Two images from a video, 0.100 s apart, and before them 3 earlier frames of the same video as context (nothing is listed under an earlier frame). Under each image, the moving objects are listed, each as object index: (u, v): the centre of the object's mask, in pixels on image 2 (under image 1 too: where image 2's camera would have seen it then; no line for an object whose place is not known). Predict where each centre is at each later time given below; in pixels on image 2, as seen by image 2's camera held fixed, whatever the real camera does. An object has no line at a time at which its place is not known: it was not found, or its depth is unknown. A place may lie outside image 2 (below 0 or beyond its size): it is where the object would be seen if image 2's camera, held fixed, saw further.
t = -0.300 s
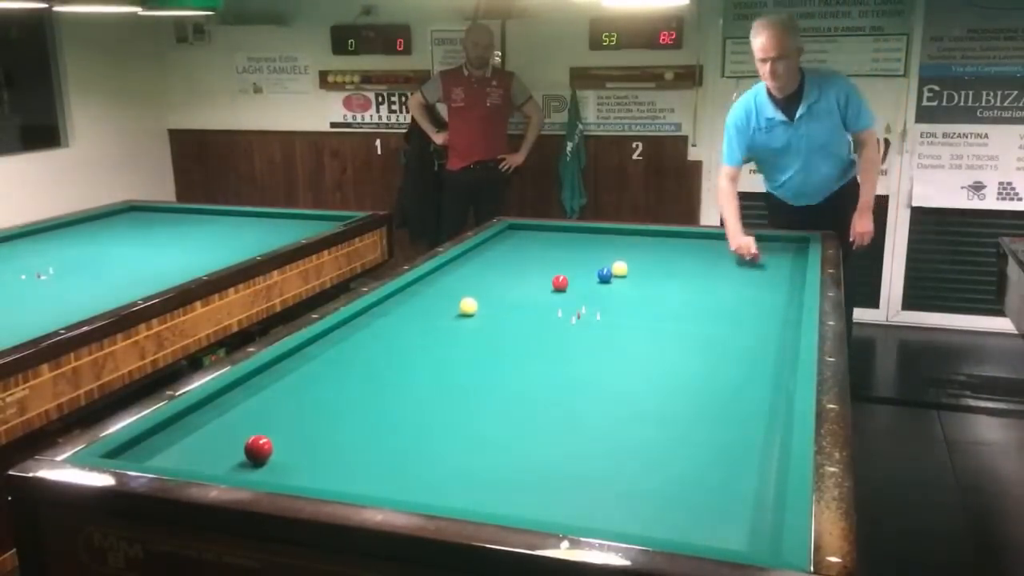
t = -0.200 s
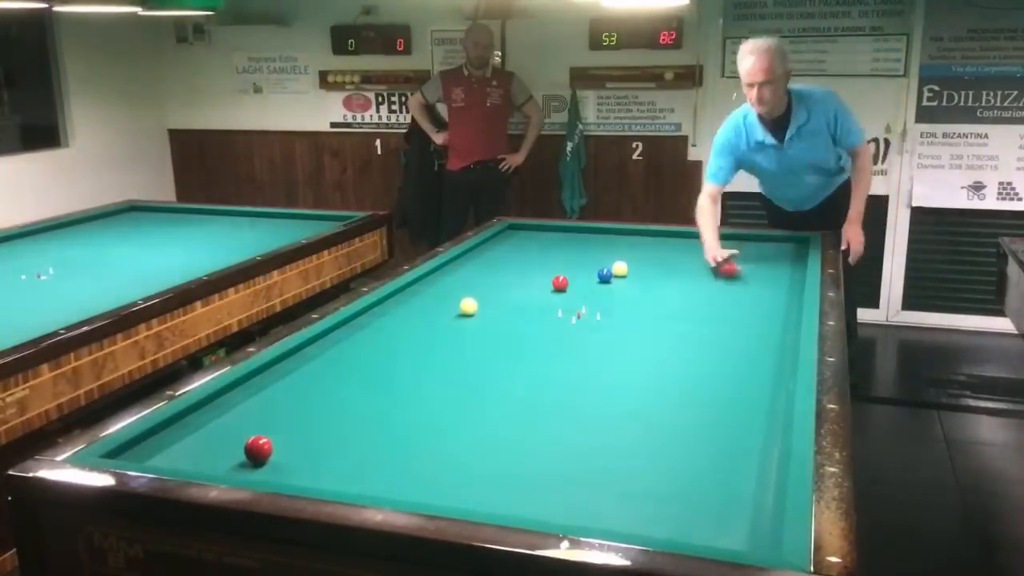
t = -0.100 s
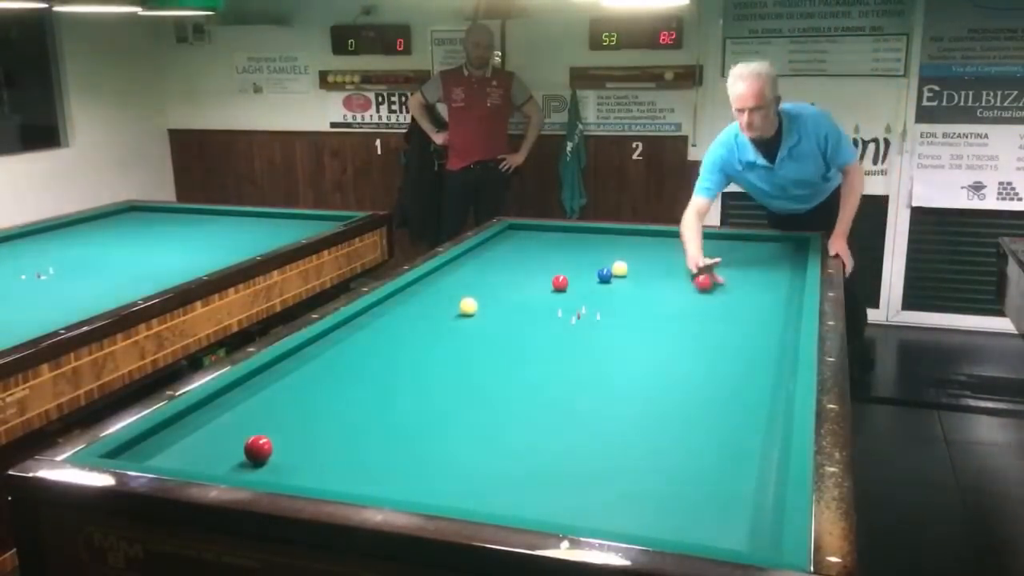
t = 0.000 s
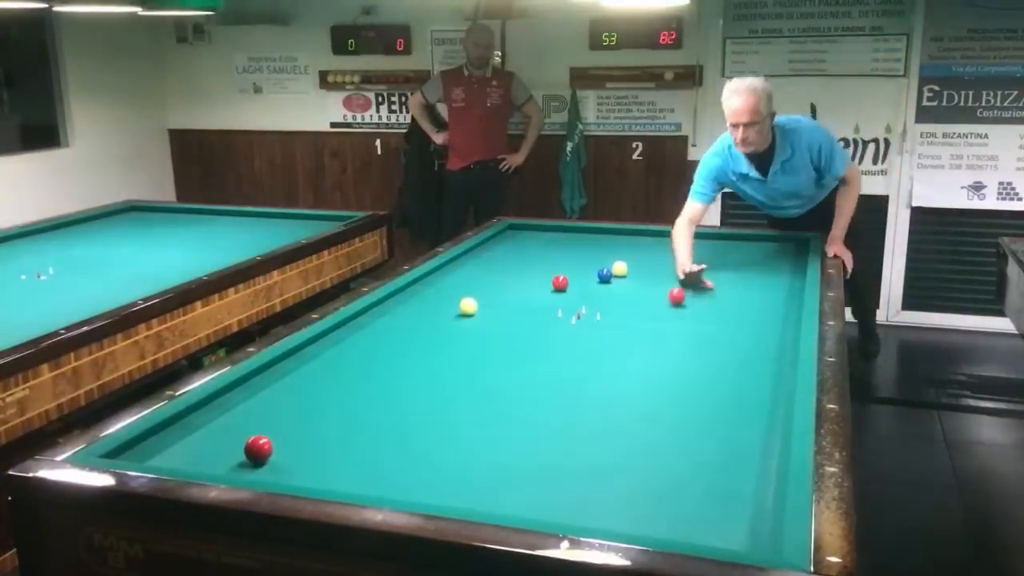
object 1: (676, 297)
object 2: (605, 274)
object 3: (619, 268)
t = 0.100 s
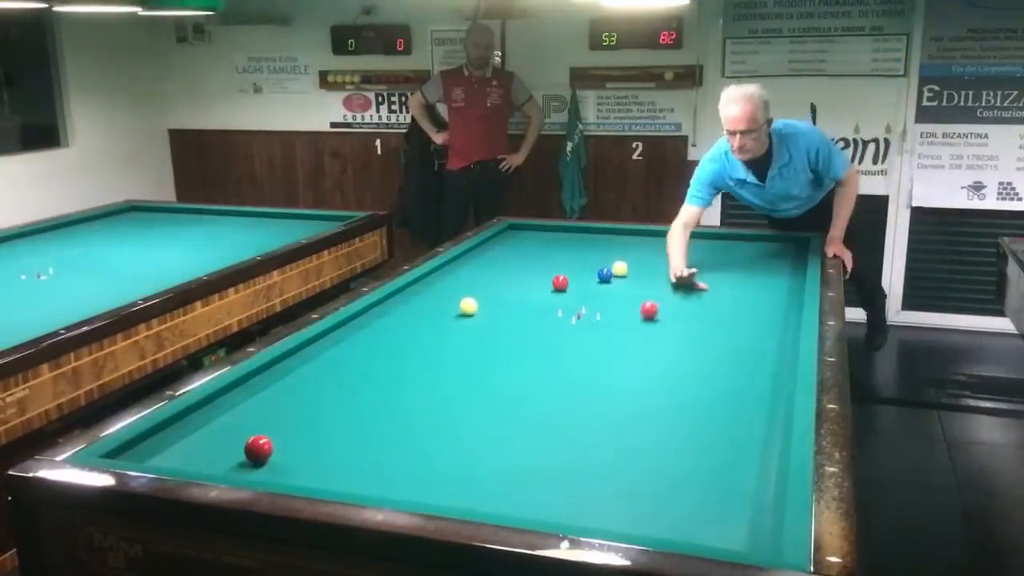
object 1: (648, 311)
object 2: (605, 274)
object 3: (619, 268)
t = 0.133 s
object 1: (639, 316)
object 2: (605, 274)
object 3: (619, 268)
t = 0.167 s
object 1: (629, 320)
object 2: (605, 274)
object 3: (619, 268)
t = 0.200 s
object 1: (621, 325)
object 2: (605, 274)
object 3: (619, 268)
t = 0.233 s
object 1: (611, 330)
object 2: (605, 274)
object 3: (620, 268)
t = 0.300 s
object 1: (591, 339)
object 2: (605, 274)
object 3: (620, 268)
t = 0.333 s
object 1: (581, 344)
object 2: (605, 274)
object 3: (620, 268)
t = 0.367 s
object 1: (571, 349)
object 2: (605, 274)
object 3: (620, 268)
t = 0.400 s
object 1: (560, 354)
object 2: (605, 274)
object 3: (620, 268)
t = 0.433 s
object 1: (549, 360)
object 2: (605, 274)
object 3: (620, 268)
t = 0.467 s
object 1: (537, 366)
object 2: (605, 274)
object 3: (620, 268)
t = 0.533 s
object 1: (513, 378)
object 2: (605, 274)
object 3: (620, 268)
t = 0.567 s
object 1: (501, 385)
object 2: (605, 274)
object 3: (619, 268)
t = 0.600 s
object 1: (487, 391)
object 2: (605, 274)
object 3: (620, 268)
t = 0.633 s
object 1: (473, 398)
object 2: (605, 275)
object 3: (620, 268)
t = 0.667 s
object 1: (458, 405)
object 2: (605, 275)
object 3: (620, 268)
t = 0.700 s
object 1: (444, 412)
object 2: (605, 274)
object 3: (620, 268)
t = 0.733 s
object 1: (428, 420)
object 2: (605, 274)
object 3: (620, 268)
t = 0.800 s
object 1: (396, 436)
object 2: (605, 274)
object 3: (620, 268)
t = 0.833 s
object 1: (378, 445)
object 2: (605, 274)
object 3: (620, 268)
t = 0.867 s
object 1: (359, 454)
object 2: (605, 274)
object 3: (619, 268)
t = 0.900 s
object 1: (340, 463)
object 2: (605, 274)
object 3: (620, 268)
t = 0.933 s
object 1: (320, 472)
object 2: (605, 274)
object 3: (619, 268)
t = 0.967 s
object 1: (301, 477)
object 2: (605, 274)
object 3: (619, 268)
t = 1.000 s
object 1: (304, 473)
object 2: (605, 274)
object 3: (619, 268)
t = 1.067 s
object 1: (316, 457)
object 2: (605, 275)
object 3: (619, 268)
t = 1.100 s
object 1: (321, 449)
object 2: (605, 274)
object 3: (620, 268)
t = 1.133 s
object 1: (325, 441)
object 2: (605, 274)
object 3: (620, 268)
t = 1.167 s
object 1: (329, 434)
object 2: (605, 274)
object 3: (620, 268)
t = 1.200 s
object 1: (332, 428)
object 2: (605, 274)
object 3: (620, 268)
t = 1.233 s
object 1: (335, 422)
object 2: (604, 274)
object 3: (620, 268)
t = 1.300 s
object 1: (339, 412)
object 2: (604, 274)
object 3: (619, 268)
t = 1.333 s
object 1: (341, 407)
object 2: (604, 274)
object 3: (619, 268)
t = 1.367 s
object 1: (342, 402)
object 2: (605, 274)
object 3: (619, 268)
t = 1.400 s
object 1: (344, 398)
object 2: (605, 274)
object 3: (619, 268)
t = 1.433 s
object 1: (346, 393)
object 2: (604, 274)
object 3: (619, 268)
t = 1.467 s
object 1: (347, 389)
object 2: (605, 274)
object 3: (619, 268)
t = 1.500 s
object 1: (348, 385)
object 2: (604, 274)
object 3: (619, 268)
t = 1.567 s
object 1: (352, 377)
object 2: (605, 274)
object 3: (619, 268)
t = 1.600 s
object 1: (353, 373)
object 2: (604, 274)
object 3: (619, 268)
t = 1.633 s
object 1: (354, 369)
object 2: (604, 274)
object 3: (619, 268)
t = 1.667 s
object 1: (355, 365)
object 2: (604, 274)
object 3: (619, 268)
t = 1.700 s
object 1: (357, 362)
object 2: (604, 274)
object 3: (619, 268)
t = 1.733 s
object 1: (358, 359)
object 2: (604, 274)
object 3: (619, 268)
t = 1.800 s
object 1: (360, 352)
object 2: (605, 274)
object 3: (619, 268)
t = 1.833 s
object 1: (362, 348)
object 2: (604, 274)
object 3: (619, 268)
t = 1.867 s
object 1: (363, 345)
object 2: (605, 274)
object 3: (619, 268)
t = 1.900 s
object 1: (364, 342)
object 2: (605, 274)
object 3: (619, 268)
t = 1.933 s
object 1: (365, 339)
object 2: (605, 274)
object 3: (619, 268)
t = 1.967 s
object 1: (366, 336)
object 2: (604, 274)
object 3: (619, 268)
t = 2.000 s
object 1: (367, 333)
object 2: (605, 274)
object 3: (619, 268)
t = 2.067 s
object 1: (369, 327)
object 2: (605, 274)
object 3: (619, 268)
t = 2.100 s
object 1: (370, 324)
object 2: (605, 274)
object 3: (619, 268)
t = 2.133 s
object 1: (371, 322)
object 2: (605, 274)
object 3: (619, 268)
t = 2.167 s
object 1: (372, 319)
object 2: (605, 274)
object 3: (619, 268)
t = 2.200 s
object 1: (373, 317)
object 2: (605, 274)
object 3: (619, 268)
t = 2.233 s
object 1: (373, 314)
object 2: (605, 274)
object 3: (619, 268)
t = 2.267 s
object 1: (374, 312)
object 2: (605, 274)
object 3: (619, 268)
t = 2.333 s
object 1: (376, 307)
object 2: (605, 274)
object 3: (619, 268)
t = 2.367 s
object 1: (379, 305)
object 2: (605, 274)
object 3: (619, 268)
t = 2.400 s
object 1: (384, 303)
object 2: (605, 274)
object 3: (619, 268)
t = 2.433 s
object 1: (388, 302)
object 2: (605, 274)
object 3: (619, 268)
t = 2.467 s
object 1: (393, 300)
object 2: (605, 274)
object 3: (619, 268)
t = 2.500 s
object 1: (397, 297)
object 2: (605, 274)
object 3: (619, 268)
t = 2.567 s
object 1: (405, 295)
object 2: (605, 274)
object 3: (620, 268)
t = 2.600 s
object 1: (410, 293)
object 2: (605, 274)
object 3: (619, 268)
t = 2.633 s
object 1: (414, 291)
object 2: (605, 274)
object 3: (619, 268)
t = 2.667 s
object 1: (418, 290)
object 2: (605, 274)
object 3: (619, 268)
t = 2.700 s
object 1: (422, 289)
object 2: (605, 274)
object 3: (619, 268)
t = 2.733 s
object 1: (426, 287)
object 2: (605, 274)
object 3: (619, 268)
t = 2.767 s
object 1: (430, 285)
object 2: (605, 274)
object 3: (619, 268)
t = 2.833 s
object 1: (437, 282)
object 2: (605, 274)
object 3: (620, 268)
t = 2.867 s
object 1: (441, 281)
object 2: (605, 274)
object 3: (619, 268)
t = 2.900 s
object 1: (445, 280)
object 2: (604, 274)
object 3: (620, 268)
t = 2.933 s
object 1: (449, 278)
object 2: (604, 274)
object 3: (620, 268)
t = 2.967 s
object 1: (452, 277)
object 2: (604, 274)
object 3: (620, 268)
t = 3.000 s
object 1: (456, 275)
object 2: (604, 274)
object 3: (620, 268)
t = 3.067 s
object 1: (462, 273)
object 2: (604, 274)
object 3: (620, 268)
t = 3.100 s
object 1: (466, 271)
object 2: (604, 274)
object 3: (619, 268)
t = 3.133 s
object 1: (469, 270)
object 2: (604, 274)
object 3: (619, 268)
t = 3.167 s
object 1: (472, 269)
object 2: (604, 274)
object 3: (620, 268)
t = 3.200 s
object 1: (476, 267)
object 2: (604, 274)
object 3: (620, 268)
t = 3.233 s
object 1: (479, 266)
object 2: (604, 274)
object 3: (620, 268)
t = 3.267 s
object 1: (482, 265)
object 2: (604, 274)
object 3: (620, 268)
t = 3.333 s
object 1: (488, 263)
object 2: (604, 274)
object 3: (619, 268)
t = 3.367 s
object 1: (491, 262)
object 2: (604, 274)
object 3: (619, 268)
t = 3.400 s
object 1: (494, 260)
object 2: (604, 274)
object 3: (619, 268)
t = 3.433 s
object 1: (497, 259)
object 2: (604, 274)
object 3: (619, 268)
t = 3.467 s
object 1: (500, 258)
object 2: (604, 274)
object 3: (620, 268)
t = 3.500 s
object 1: (503, 257)
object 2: (604, 274)
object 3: (619, 268)
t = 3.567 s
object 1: (508, 255)
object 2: (604, 274)
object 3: (619, 268)
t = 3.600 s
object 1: (511, 254)
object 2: (604, 274)
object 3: (619, 268)
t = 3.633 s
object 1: (514, 253)
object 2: (604, 274)
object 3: (619, 268)
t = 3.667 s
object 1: (516, 252)
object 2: (604, 274)
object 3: (619, 268)
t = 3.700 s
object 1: (519, 251)
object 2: (604, 274)
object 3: (619, 268)
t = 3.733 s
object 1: (522, 250)
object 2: (604, 274)
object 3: (619, 268)
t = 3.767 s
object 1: (524, 249)
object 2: (604, 274)
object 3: (619, 268)
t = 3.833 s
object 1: (529, 247)
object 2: (605, 274)
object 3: (619, 268)
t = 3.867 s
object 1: (532, 246)
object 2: (605, 274)
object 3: (620, 268)
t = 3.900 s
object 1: (535, 245)
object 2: (605, 274)
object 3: (620, 268)
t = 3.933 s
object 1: (537, 244)
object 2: (604, 274)
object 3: (620, 268)
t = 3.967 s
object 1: (539, 243)
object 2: (604, 274)
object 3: (619, 268)
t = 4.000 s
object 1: (542, 242)
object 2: (605, 274)
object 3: (620, 268)
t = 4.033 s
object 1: (544, 241)
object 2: (604, 274)
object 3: (620, 268)
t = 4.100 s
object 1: (549, 239)
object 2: (604, 274)
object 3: (620, 268)
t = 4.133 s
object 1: (551, 239)
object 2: (604, 274)
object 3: (620, 268)
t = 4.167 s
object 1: (553, 238)
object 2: (604, 274)
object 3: (619, 268)
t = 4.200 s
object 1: (555, 237)
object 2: (604, 274)
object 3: (620, 268)
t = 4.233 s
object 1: (558, 236)
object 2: (604, 274)
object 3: (620, 268)
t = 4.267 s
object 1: (560, 235)
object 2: (604, 274)
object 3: (620, 268)
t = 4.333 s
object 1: (564, 233)
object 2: (604, 274)
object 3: (620, 268)
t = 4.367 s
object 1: (566, 232)
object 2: (604, 274)
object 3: (619, 268)
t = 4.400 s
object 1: (568, 232)
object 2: (604, 274)
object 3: (620, 268)
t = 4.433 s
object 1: (570, 231)
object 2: (604, 274)
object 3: (619, 268)
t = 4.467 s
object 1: (572, 230)
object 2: (604, 274)
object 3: (619, 268)
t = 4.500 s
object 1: (574, 230)
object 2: (604, 274)
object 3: (619, 268)
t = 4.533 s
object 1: (576, 229)
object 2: (604, 274)
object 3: (619, 268)
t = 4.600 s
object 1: (577, 229)
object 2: (604, 274)
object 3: (619, 268)
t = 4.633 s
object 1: (578, 229)
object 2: (604, 274)
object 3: (619, 268)
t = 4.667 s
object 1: (579, 230)
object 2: (604, 274)
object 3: (619, 268)
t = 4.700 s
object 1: (579, 231)
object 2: (604, 274)
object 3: (619, 268)
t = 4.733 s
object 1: (580, 231)
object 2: (604, 274)
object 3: (619, 268)
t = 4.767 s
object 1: (581, 232)
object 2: (604, 274)
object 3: (619, 268)
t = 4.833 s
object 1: (582, 233)
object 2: (604, 274)
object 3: (619, 268)
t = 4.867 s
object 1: (583, 233)
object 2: (604, 274)
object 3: (619, 268)
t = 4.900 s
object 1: (583, 234)
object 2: (604, 274)
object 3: (619, 268)
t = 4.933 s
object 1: (584, 234)
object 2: (604, 274)
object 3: (619, 268)
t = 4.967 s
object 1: (584, 235)
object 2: (604, 274)
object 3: (619, 268)
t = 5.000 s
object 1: (585, 236)
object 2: (605, 274)
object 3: (619, 268)
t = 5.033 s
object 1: (586, 236)
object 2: (604, 274)
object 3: (619, 268)
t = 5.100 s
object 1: (587, 238)
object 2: (604, 274)
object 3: (619, 268)
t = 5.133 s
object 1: (588, 238)
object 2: (604, 274)
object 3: (619, 268)
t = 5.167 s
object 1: (589, 238)
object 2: (604, 274)
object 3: (619, 268)
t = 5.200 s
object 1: (589, 239)
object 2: (604, 274)
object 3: (619, 268)
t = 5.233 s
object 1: (590, 239)
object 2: (604, 274)
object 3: (619, 268)
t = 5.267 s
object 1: (591, 240)
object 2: (604, 274)
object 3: (619, 268)
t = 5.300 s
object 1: (591, 240)
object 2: (604, 274)
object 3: (619, 268)
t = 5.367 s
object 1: (593, 242)
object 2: (604, 274)
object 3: (619, 268)
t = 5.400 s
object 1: (593, 242)
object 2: (604, 274)
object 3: (619, 268)
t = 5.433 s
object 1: (594, 243)
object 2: (604, 274)
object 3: (619, 268)
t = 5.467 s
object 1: (594, 243)
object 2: (604, 274)
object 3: (619, 268)
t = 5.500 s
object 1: (595, 244)
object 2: (604, 274)
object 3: (619, 268)
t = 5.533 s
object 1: (596, 244)
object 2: (604, 274)
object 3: (619, 268)
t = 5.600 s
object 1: (597, 246)
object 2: (605, 274)
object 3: (619, 268)
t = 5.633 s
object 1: (598, 246)
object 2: (605, 274)
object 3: (619, 268)
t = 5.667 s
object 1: (599, 247)
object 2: (605, 274)
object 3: (619, 268)
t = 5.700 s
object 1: (599, 247)
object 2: (605, 274)
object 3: (619, 268)
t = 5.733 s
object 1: (600, 248)
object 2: (605, 274)
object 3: (619, 268)
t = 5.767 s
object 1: (601, 248)
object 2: (605, 275)
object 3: (620, 268)
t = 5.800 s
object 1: (601, 248)
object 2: (605, 275)
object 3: (620, 268)
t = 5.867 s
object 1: (602, 249)
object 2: (605, 275)
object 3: (620, 268)
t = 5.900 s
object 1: (603, 250)
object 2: (605, 275)
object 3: (620, 268)
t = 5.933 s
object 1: (604, 250)
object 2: (605, 275)
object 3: (620, 268)
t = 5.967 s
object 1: (604, 251)
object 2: (605, 275)
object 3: (620, 268)
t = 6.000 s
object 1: (605, 251)
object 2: (605, 275)
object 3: (620, 268)
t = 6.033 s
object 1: (606, 253)
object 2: (604, 274)
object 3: (619, 268)
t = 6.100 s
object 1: (607, 254)
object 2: (605, 275)
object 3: (619, 268)
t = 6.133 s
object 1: (608, 254)
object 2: (605, 275)
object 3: (619, 268)
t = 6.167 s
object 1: (609, 254)
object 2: (605, 275)
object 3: (619, 268)
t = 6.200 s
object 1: (609, 255)
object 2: (605, 275)
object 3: (619, 268)
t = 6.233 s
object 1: (610, 256)
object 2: (605, 275)
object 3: (619, 268)
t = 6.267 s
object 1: (610, 256)
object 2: (605, 275)
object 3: (619, 268)
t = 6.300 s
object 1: (611, 256)
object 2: (605, 275)
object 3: (620, 268)
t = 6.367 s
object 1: (612, 257)
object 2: (604, 275)
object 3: (620, 268)
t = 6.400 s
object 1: (612, 257)
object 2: (605, 275)
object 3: (620, 268)
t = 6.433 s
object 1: (613, 258)
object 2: (605, 275)
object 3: (620, 268)
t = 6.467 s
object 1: (613, 258)
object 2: (605, 275)
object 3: (620, 269)
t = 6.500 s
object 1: (614, 258)
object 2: (605, 275)
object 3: (620, 269)
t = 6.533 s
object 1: (615, 258)
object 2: (605, 275)
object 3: (620, 268)
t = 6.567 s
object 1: (615, 258)
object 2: (605, 275)
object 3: (620, 269)
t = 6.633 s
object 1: (617, 258)
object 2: (605, 274)
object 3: (620, 268)
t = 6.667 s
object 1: (617, 258)
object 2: (605, 274)
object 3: (619, 268)
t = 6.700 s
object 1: (618, 259)
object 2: (605, 274)
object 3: (620, 269)
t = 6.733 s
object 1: (619, 259)
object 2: (605, 274)
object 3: (619, 268)
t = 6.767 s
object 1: (621, 259)
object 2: (605, 274)
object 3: (619, 269)
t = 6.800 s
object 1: (623, 261)
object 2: (605, 274)
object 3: (619, 269)
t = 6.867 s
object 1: (626, 263)
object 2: (605, 274)
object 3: (619, 269)
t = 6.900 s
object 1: (627, 263)
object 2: (605, 274)
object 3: (619, 270)
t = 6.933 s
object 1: (627, 264)
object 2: (605, 274)
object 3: (619, 270)
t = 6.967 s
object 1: (628, 264)
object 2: (605, 274)
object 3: (619, 270)
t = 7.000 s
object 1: (628, 265)
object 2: (605, 274)
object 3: (618, 270)
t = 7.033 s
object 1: (629, 265)
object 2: (605, 274)
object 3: (618, 270)
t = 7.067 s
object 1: (629, 266)
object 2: (605, 274)
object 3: (618, 270)
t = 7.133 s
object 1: (631, 266)
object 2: (604, 274)
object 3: (618, 271)
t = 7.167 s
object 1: (631, 267)
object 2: (604, 275)
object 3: (618, 271)
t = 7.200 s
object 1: (632, 267)
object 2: (604, 275)
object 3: (618, 272)
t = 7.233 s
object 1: (633, 267)
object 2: (604, 275)
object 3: (618, 272)
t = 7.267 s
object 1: (633, 267)
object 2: (603, 275)
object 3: (618, 272)
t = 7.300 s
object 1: (634, 267)
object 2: (603, 275)
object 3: (619, 272)
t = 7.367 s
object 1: (636, 268)
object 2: (602, 276)
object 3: (619, 273)
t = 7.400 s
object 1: (636, 268)
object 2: (601, 276)
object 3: (619, 273)
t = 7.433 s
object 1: (637, 268)
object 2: (601, 276)
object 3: (619, 273)
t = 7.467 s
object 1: (638, 268)
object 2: (600, 276)
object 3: (619, 274)
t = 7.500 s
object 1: (638, 268)
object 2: (599, 276)
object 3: (620, 274)
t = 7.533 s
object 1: (639, 269)
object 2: (599, 276)
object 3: (620, 274)
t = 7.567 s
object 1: (640, 269)
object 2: (599, 276)
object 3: (620, 274)
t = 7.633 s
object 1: (641, 269)
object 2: (598, 276)
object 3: (620, 274)
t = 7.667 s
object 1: (642, 269)
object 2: (597, 276)
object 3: (620, 274)
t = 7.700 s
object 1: (643, 269)
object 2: (597, 276)
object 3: (622, 275)
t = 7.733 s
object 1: (643, 269)
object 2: (597, 276)
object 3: (622, 275)
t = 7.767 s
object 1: (644, 269)
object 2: (596, 276)
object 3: (622, 275)
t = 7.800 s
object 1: (645, 270)
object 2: (596, 277)
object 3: (622, 275)
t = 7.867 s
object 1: (646, 270)
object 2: (595, 277)
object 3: (623, 276)
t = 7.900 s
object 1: (646, 270)
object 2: (595, 276)
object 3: (622, 276)
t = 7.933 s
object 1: (647, 270)
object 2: (594, 277)
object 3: (623, 276)
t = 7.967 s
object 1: (647, 269)
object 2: (594, 277)
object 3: (623, 276)
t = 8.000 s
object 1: (648, 270)
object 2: (594, 277)
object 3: (623, 276)
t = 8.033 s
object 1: (648, 270)
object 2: (593, 277)
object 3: (623, 276)
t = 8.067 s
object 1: (649, 270)
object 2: (593, 277)
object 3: (623, 277)
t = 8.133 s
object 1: (650, 271)
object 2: (592, 277)
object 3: (624, 277)
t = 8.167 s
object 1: (651, 271)
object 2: (592, 277)
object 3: (624, 277)
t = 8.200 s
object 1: (651, 271)
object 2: (592, 277)
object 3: (624, 277)
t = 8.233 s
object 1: (652, 271)
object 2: (591, 277)
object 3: (624, 277)
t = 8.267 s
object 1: (652, 271)
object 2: (591, 277)
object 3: (624, 277)
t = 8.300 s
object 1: (653, 271)
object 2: (591, 277)
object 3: (624, 277)
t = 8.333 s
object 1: (653, 271)
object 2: (591, 277)
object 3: (625, 278)
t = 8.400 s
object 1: (654, 271)
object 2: (590, 277)
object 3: (625, 278)
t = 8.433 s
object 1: (655, 271)
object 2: (590, 277)
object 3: (625, 278)
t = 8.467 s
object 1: (655, 271)
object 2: (590, 277)
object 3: (625, 278)
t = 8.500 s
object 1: (655, 272)
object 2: (590, 277)
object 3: (625, 278)
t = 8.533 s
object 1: (656, 272)
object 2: (590, 277)
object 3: (626, 278)
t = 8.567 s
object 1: (656, 272)
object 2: (589, 277)
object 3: (626, 278)
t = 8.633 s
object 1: (657, 272)
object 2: (589, 278)
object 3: (626, 278)
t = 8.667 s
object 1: (657, 272)
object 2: (589, 278)
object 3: (626, 279)
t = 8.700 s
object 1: (658, 272)
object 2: (589, 278)
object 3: (626, 279)
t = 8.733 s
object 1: (658, 272)
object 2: (589, 278)
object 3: (626, 279)
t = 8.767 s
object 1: (658, 272)
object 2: (589, 278)
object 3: (627, 279)
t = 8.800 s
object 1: (659, 272)
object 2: (589, 278)
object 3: (627, 279)
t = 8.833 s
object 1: (659, 272)
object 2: (589, 278)
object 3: (627, 279)
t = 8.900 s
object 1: (660, 273)
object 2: (589, 278)
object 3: (627, 279)
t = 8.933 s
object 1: (660, 272)
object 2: (589, 278)
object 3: (627, 279)
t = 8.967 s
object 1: (660, 272)
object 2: (589, 277)
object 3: (627, 279)
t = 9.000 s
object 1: (661, 273)
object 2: (589, 278)
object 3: (627, 279)
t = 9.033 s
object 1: (661, 273)
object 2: (589, 278)
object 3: (627, 279)
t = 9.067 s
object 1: (661, 272)
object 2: (589, 277)
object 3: (627, 279)
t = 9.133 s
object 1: (662, 273)
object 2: (589, 278)
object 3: (627, 279)
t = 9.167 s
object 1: (662, 273)
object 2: (589, 277)
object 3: (627, 280)
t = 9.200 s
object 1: (662, 273)
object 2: (589, 277)
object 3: (627, 280)
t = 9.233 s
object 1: (663, 273)
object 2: (589, 277)
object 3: (627, 280)
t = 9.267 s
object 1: (663, 273)
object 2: (589, 277)
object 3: (627, 280)
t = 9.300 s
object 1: (663, 273)
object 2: (589, 278)
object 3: (627, 280)
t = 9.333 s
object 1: (663, 273)
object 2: (589, 278)
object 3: (627, 280)
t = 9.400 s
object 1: (664, 273)
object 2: (589, 277)
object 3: (627, 280)
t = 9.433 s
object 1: (664, 273)
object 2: (589, 277)
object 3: (627, 280)
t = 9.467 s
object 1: (664, 273)
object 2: (589, 277)
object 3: (627, 280)
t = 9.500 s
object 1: (664, 273)
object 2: (589, 278)
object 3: (627, 280)
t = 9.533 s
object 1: (664, 273)
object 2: (589, 278)
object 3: (627, 280)
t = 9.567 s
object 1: (664, 273)
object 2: (589, 277)
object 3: (627, 280)
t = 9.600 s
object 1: (664, 273)
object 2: (589, 277)
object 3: (627, 280)
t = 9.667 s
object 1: (664, 273)
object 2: (589, 277)
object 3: (627, 280)
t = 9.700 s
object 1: (664, 273)
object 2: (589, 277)
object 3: (627, 280)
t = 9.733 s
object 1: (664, 273)
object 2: (589, 278)
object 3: (627, 280)
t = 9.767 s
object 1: (664, 273)
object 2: (589, 278)
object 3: (627, 280)
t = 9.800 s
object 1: (664, 273)
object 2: (589, 277)
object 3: (627, 280)
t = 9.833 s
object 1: (664, 273)
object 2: (589, 278)
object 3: (627, 280)
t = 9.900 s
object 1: (664, 273)
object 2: (589, 277)
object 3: (627, 280)
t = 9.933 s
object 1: (664, 273)
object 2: (589, 277)
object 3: (627, 280)
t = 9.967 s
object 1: (664, 273)
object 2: (589, 277)
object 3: (627, 280)
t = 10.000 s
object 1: (664, 273)
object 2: (589, 277)
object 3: (627, 280)
